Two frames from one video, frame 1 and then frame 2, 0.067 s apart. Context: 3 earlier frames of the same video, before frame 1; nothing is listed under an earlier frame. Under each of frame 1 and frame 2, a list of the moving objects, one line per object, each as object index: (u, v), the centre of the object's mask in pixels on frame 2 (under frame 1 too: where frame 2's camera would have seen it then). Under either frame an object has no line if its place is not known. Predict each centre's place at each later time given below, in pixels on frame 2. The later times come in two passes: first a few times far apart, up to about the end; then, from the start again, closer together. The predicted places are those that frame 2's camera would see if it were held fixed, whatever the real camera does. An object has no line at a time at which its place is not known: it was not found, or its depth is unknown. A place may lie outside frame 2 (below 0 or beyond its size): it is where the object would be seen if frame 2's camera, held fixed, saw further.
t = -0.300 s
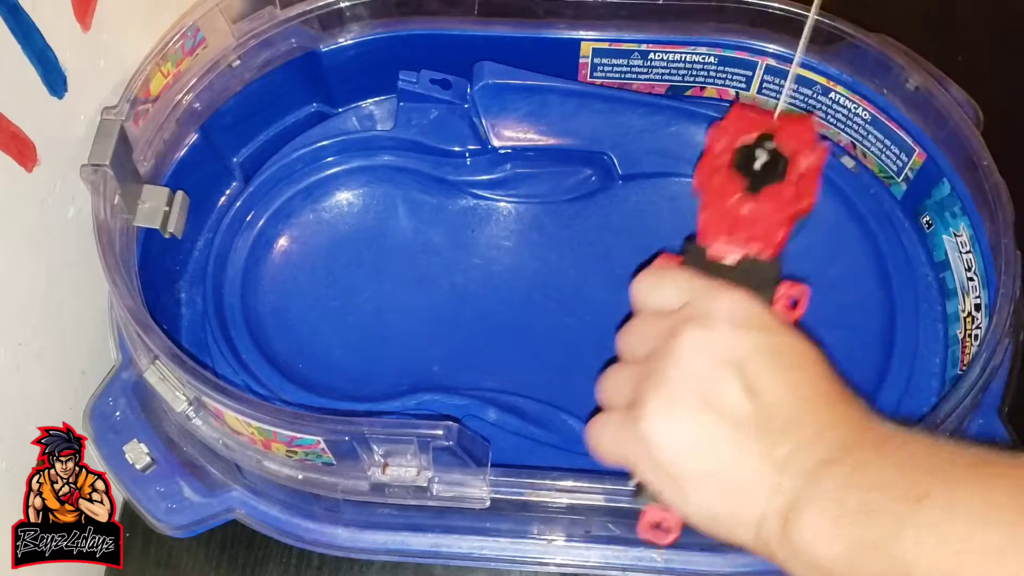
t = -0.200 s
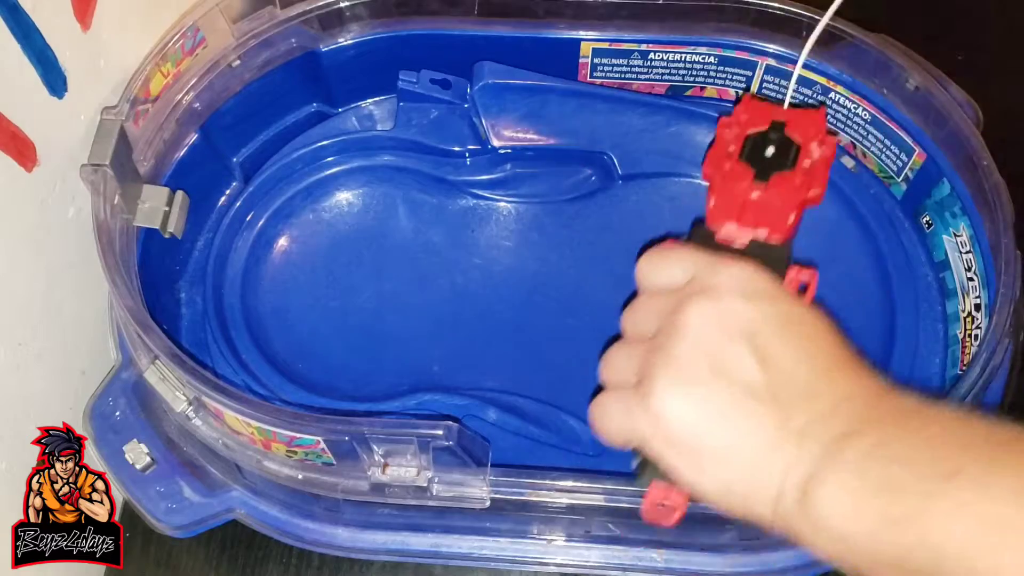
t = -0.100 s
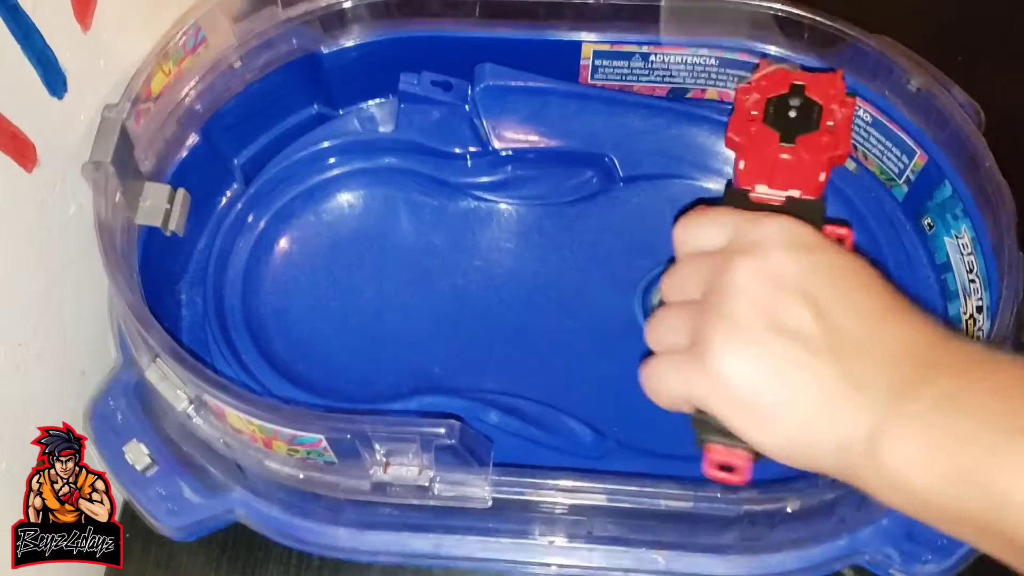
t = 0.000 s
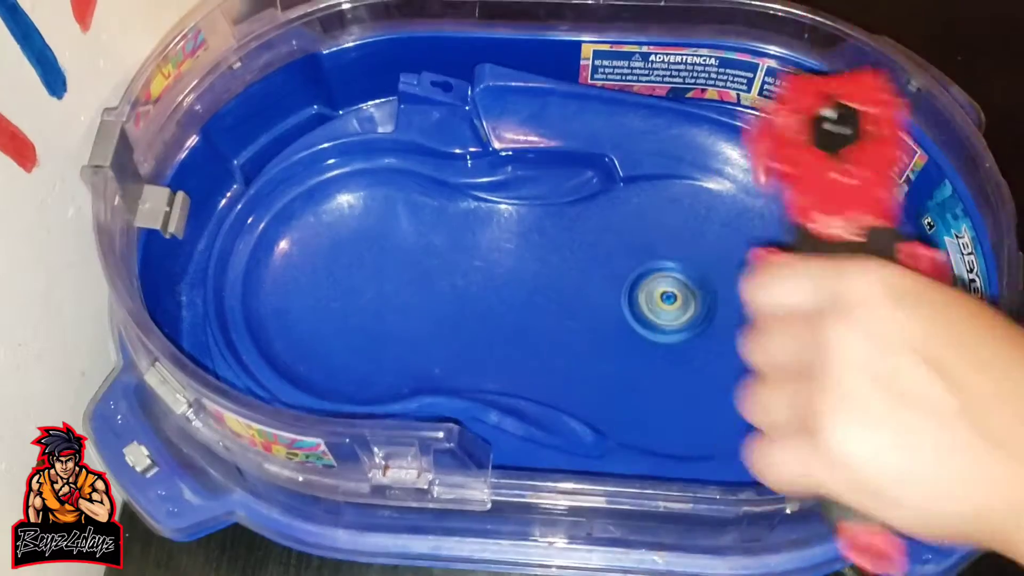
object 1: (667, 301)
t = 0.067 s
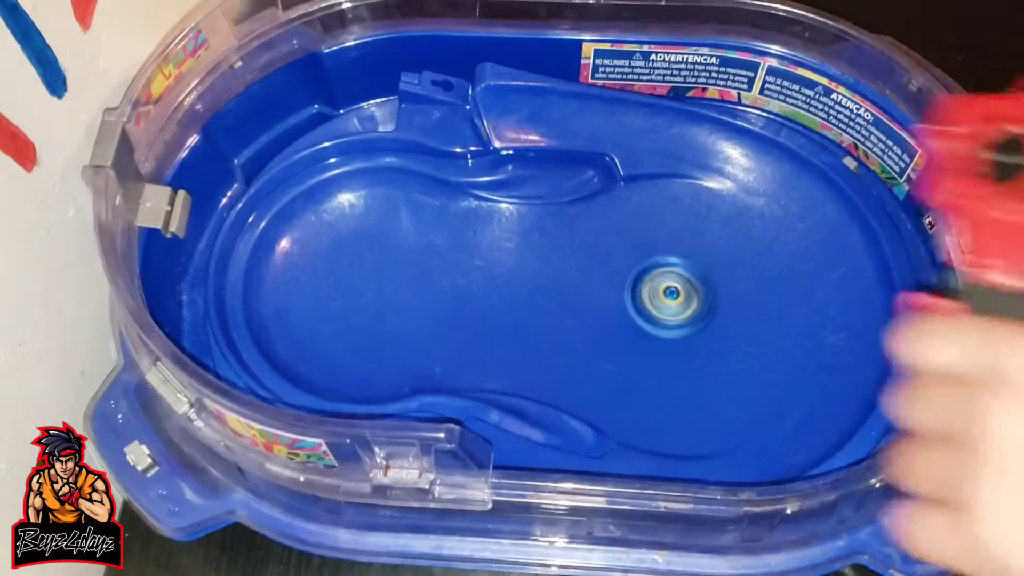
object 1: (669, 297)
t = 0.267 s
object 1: (662, 302)
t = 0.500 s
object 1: (666, 303)
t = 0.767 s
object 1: (656, 292)
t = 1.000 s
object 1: (659, 300)
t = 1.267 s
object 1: (682, 289)
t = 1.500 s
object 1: (674, 278)
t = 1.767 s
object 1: (686, 293)
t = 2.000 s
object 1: (697, 290)
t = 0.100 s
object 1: (669, 298)
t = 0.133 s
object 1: (669, 299)
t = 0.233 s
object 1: (663, 301)
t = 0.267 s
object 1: (662, 302)
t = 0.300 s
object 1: (661, 302)
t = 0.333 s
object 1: (661, 302)
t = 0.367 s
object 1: (661, 303)
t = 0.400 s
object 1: (662, 303)
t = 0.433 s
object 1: (663, 303)
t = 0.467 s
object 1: (665, 303)
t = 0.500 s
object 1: (666, 303)
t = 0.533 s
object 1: (667, 302)
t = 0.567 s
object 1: (667, 301)
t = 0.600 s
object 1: (667, 299)
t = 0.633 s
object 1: (666, 298)
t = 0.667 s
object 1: (665, 296)
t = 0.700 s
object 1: (663, 294)
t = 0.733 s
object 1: (660, 293)
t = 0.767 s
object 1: (656, 292)
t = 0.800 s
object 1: (653, 292)
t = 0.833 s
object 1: (649, 294)
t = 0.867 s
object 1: (648, 296)
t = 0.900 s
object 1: (648, 298)
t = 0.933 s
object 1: (650, 300)
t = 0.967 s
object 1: (655, 301)
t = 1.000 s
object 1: (659, 300)
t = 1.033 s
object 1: (664, 300)
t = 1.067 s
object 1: (667, 300)
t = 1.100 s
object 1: (670, 299)
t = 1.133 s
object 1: (673, 298)
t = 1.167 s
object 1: (675, 295)
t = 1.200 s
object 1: (677, 294)
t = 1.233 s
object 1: (680, 291)
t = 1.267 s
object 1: (682, 289)
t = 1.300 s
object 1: (682, 286)
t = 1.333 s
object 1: (682, 284)
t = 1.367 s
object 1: (682, 281)
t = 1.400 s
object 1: (681, 279)
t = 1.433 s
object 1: (680, 278)
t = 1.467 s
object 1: (675, 277)
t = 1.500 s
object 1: (674, 278)
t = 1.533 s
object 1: (673, 279)
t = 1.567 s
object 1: (672, 282)
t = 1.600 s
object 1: (673, 284)
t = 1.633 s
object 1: (676, 287)
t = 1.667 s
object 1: (678, 289)
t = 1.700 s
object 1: (681, 291)
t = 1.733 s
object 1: (683, 292)
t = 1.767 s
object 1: (686, 293)
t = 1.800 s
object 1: (689, 293)
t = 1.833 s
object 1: (691, 293)
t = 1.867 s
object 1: (693, 293)
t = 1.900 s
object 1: (695, 292)
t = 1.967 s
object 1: (696, 291)
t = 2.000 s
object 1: (697, 290)
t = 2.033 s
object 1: (696, 288)
